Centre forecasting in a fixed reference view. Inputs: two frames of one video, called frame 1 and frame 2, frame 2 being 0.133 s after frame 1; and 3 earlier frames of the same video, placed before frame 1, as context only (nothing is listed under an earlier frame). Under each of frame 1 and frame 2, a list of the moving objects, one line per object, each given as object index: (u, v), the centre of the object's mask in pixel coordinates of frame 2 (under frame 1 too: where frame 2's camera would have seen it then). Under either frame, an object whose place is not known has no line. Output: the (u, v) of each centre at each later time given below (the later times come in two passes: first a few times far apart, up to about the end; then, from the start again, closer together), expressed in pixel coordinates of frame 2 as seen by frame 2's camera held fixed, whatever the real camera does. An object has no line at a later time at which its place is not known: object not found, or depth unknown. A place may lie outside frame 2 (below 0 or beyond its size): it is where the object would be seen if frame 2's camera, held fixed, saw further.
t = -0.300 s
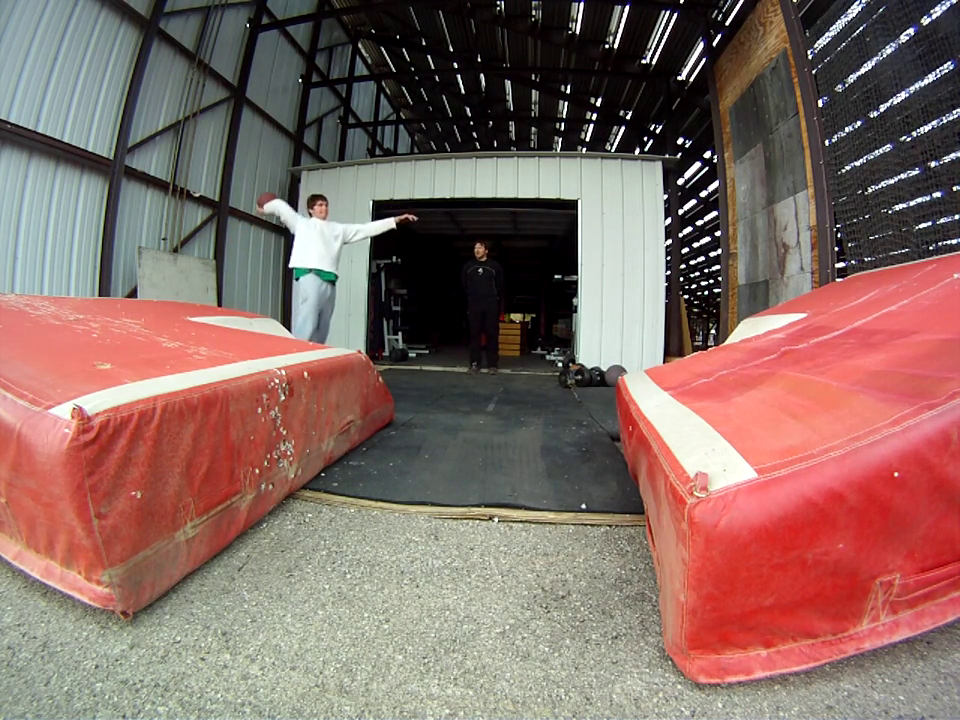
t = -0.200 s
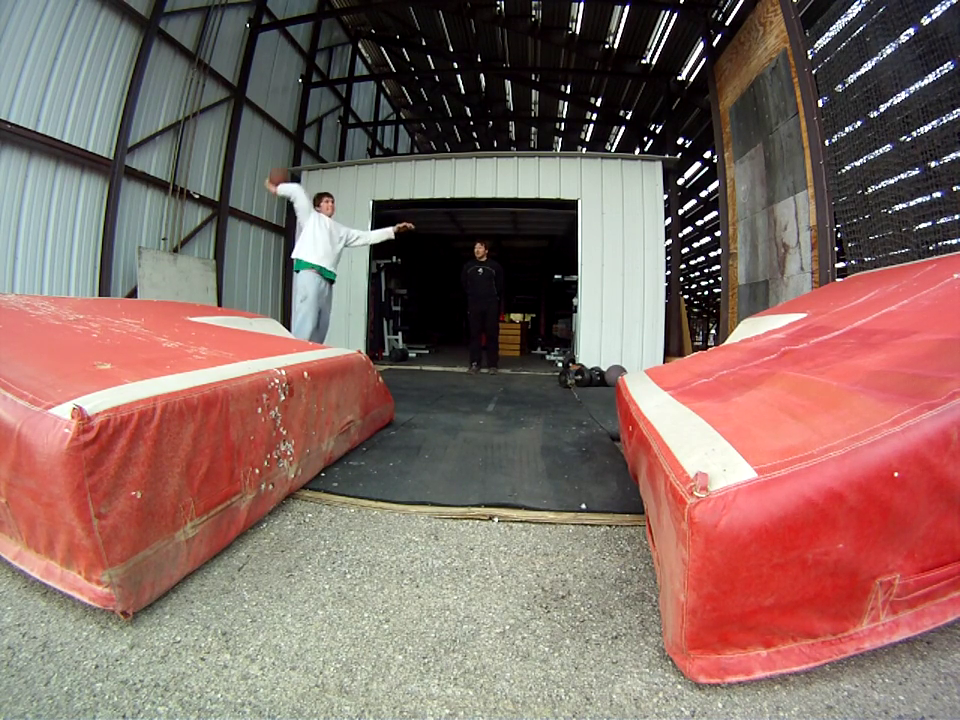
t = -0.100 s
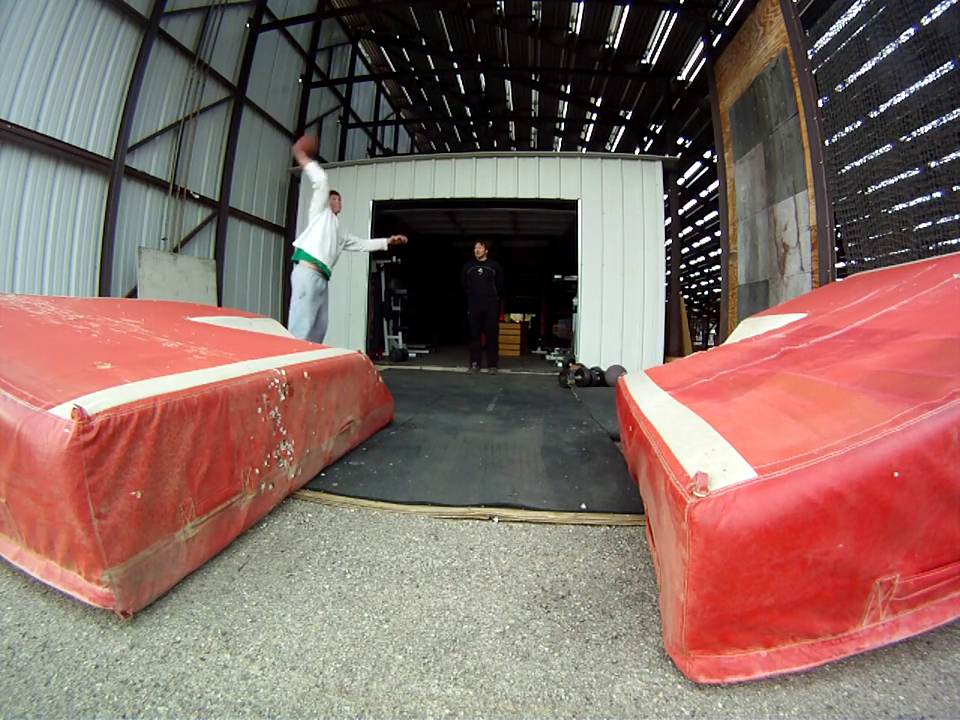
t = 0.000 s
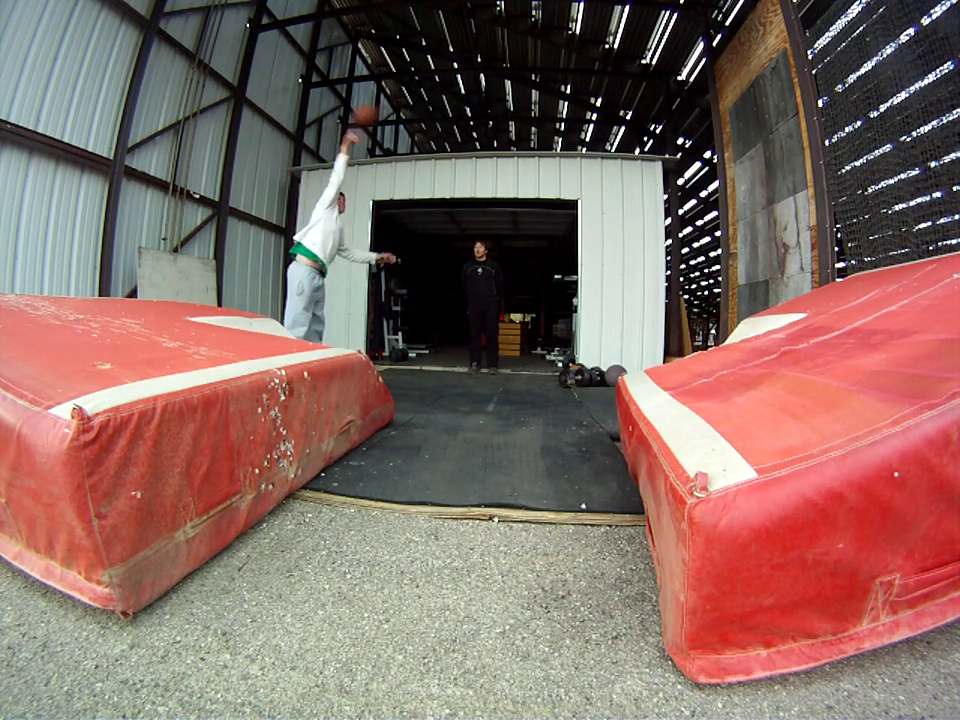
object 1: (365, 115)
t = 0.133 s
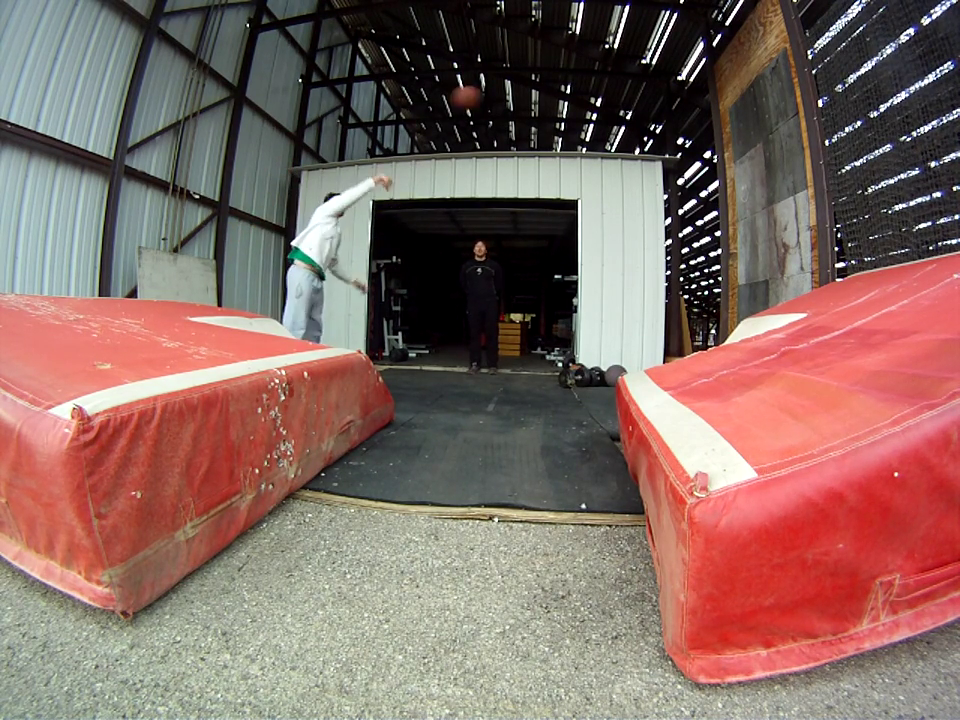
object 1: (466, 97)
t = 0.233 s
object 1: (546, 99)
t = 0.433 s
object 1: (706, 150)
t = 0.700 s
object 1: (724, 255)
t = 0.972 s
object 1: (603, 383)
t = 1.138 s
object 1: (543, 315)
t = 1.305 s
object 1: (481, 282)
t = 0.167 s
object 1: (492, 96)
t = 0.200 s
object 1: (519, 96)
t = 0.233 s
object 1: (546, 99)
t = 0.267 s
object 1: (575, 103)
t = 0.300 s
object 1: (602, 109)
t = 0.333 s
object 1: (629, 117)
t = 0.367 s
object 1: (655, 126)
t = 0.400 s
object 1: (681, 138)
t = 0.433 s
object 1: (706, 150)
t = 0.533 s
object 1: (782, 200)
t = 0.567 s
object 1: (774, 208)
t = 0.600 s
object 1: (762, 217)
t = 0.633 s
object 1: (749, 228)
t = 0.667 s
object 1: (737, 241)
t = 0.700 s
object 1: (724, 255)
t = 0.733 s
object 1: (710, 272)
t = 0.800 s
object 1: (680, 310)
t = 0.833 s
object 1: (666, 331)
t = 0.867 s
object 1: (647, 357)
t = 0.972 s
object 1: (603, 383)
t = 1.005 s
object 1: (592, 368)
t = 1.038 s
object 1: (579, 351)
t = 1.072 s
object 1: (566, 336)
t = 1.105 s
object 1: (555, 325)
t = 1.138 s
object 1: (543, 315)
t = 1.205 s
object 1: (518, 298)
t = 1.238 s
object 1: (506, 291)
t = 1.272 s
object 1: (494, 286)
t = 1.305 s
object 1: (481, 282)
